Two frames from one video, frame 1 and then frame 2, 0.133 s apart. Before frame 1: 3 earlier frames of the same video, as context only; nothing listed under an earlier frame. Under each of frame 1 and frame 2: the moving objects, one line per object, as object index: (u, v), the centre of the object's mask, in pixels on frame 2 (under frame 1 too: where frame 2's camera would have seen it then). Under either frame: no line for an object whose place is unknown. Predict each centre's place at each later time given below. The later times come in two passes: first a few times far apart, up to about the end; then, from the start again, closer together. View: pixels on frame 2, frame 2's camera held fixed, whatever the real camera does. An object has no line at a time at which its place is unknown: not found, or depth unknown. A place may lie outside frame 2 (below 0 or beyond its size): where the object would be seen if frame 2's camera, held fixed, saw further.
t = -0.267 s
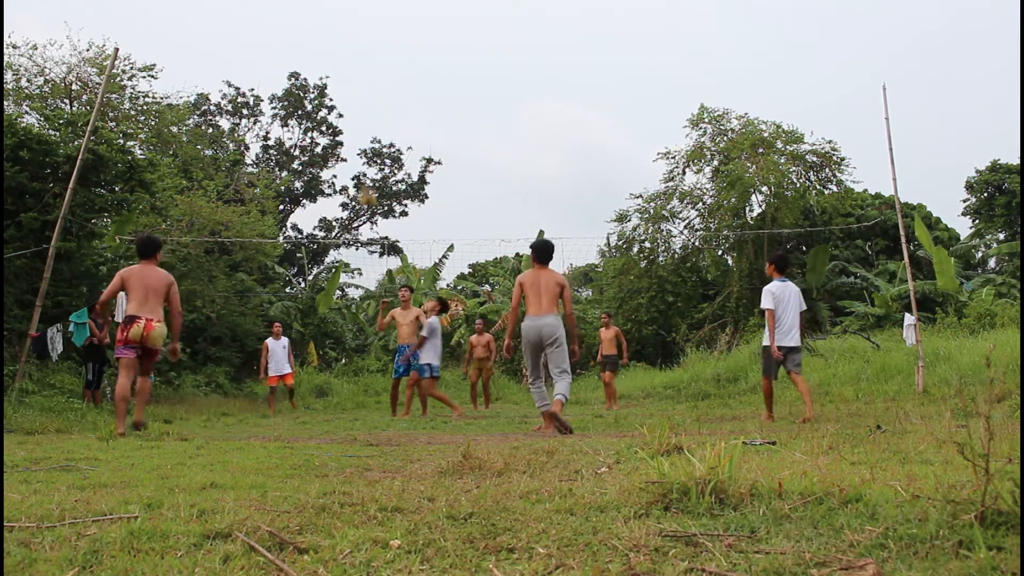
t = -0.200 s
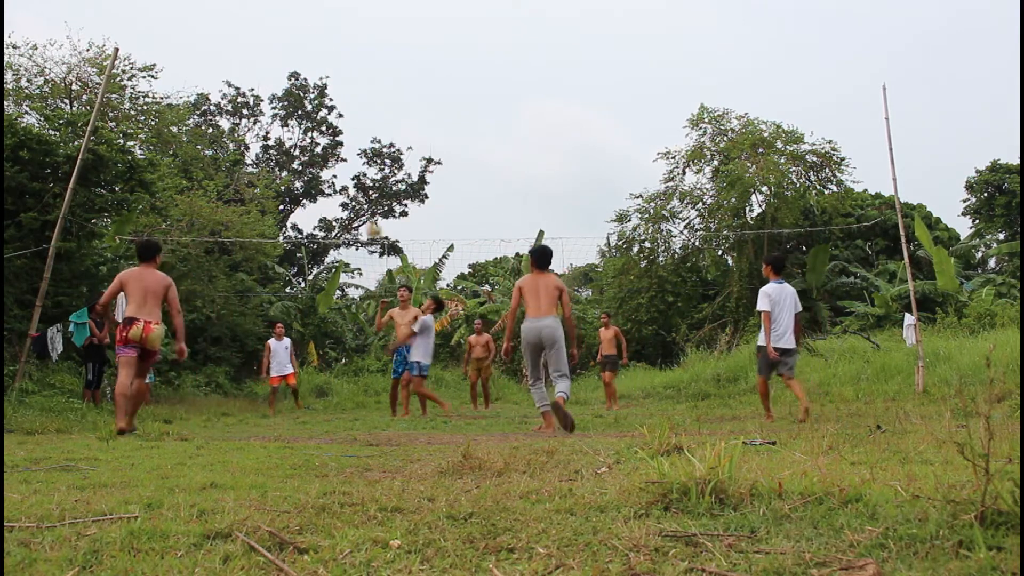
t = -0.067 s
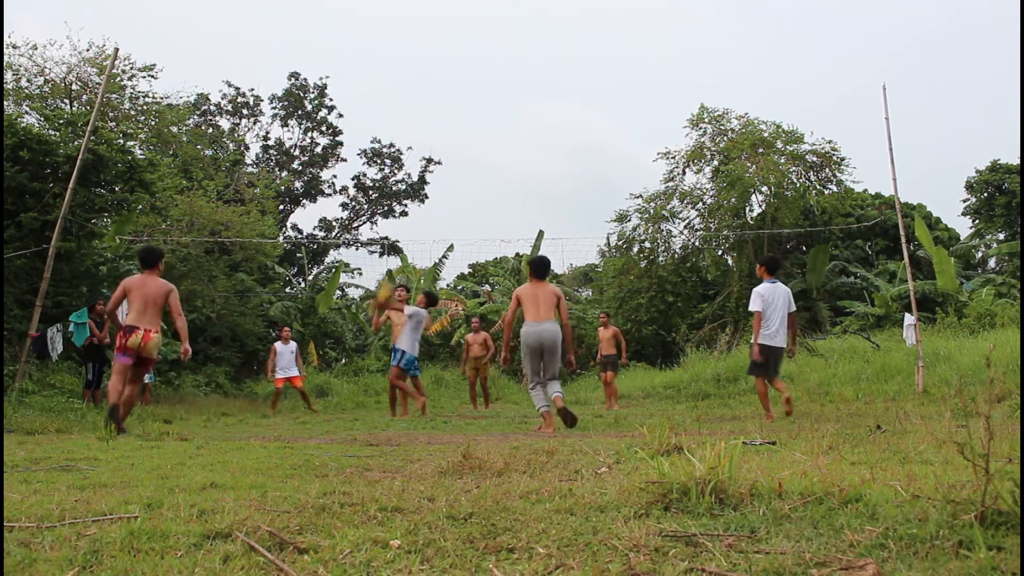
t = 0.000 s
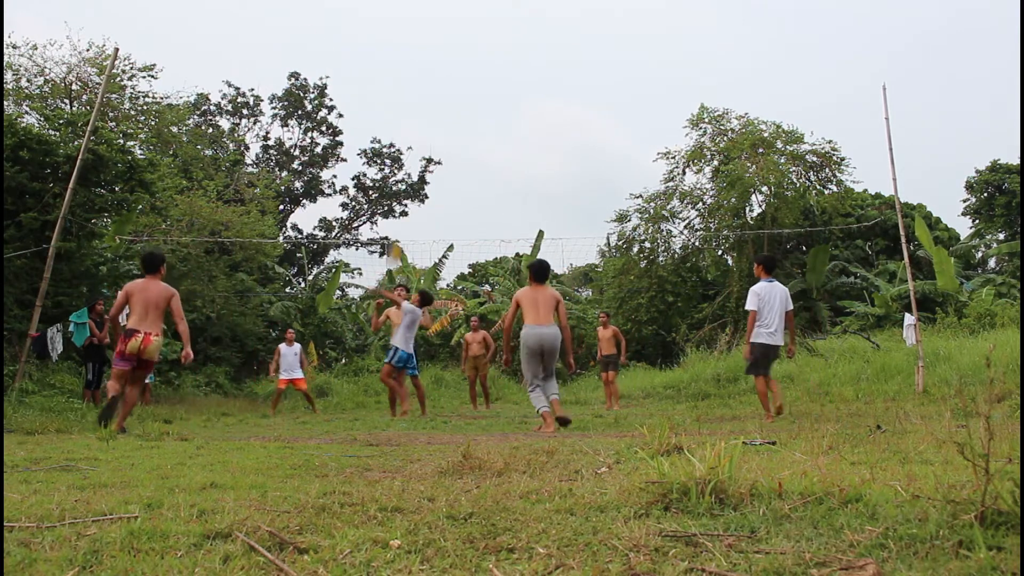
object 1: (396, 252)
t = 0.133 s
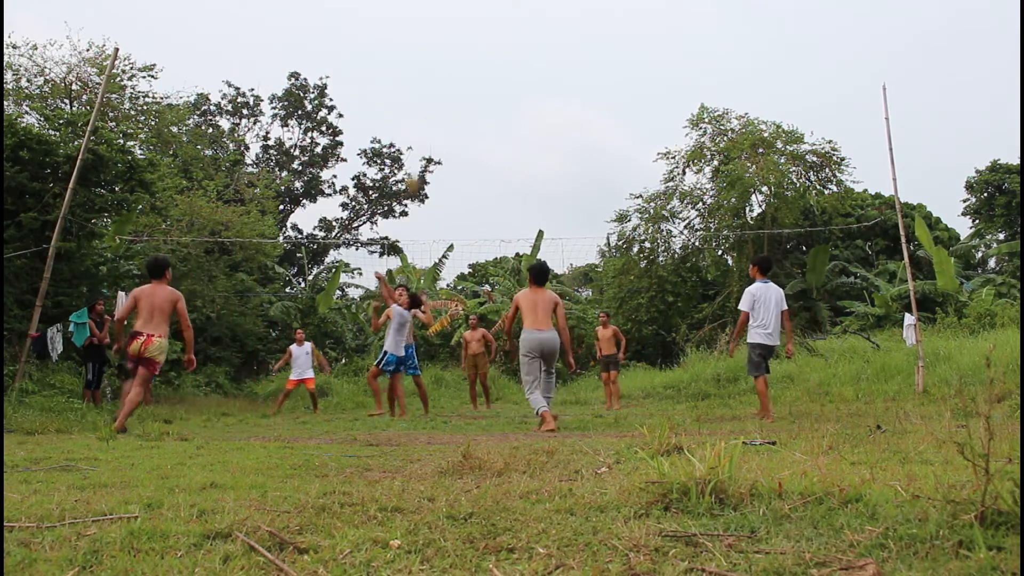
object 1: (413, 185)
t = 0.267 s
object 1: (432, 124)
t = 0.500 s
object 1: (467, 56)
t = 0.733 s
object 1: (504, 30)
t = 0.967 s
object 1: (543, 50)
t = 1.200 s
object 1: (586, 120)
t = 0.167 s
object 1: (418, 166)
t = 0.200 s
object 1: (423, 151)
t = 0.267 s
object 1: (432, 124)
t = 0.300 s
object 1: (437, 112)
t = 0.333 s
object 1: (442, 100)
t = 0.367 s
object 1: (447, 89)
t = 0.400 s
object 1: (452, 79)
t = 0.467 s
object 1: (462, 63)
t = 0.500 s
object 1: (467, 56)
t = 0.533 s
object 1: (472, 50)
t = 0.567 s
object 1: (477, 44)
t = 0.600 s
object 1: (482, 40)
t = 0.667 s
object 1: (493, 33)
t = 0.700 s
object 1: (498, 31)
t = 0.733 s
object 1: (504, 30)
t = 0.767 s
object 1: (509, 30)
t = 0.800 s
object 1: (515, 31)
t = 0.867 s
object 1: (526, 36)
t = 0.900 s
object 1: (531, 40)
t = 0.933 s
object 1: (537, 44)
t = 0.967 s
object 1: (543, 50)
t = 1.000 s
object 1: (549, 57)
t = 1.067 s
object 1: (561, 73)
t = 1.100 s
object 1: (568, 83)
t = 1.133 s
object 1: (574, 95)
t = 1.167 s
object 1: (580, 106)
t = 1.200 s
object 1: (586, 120)
